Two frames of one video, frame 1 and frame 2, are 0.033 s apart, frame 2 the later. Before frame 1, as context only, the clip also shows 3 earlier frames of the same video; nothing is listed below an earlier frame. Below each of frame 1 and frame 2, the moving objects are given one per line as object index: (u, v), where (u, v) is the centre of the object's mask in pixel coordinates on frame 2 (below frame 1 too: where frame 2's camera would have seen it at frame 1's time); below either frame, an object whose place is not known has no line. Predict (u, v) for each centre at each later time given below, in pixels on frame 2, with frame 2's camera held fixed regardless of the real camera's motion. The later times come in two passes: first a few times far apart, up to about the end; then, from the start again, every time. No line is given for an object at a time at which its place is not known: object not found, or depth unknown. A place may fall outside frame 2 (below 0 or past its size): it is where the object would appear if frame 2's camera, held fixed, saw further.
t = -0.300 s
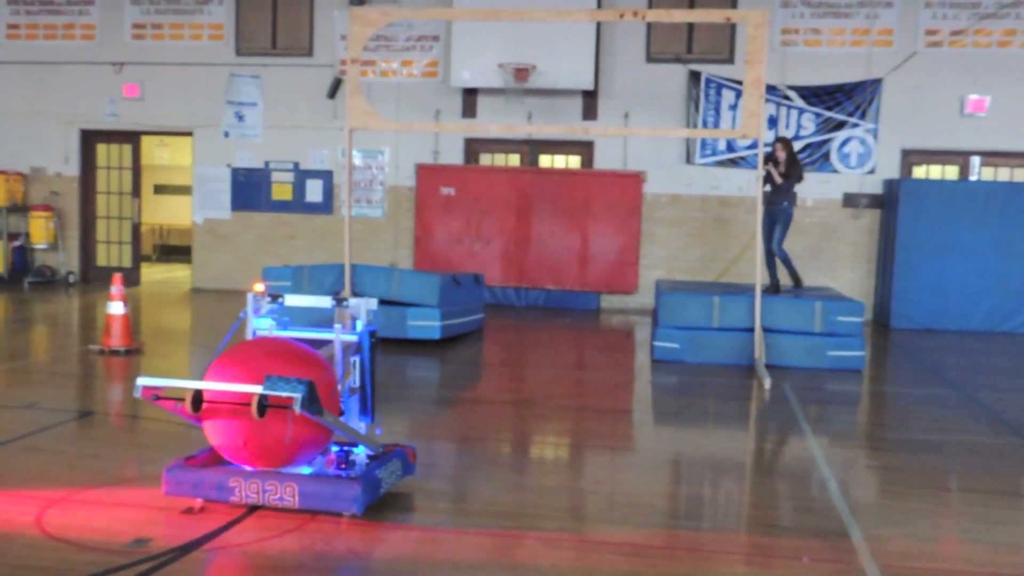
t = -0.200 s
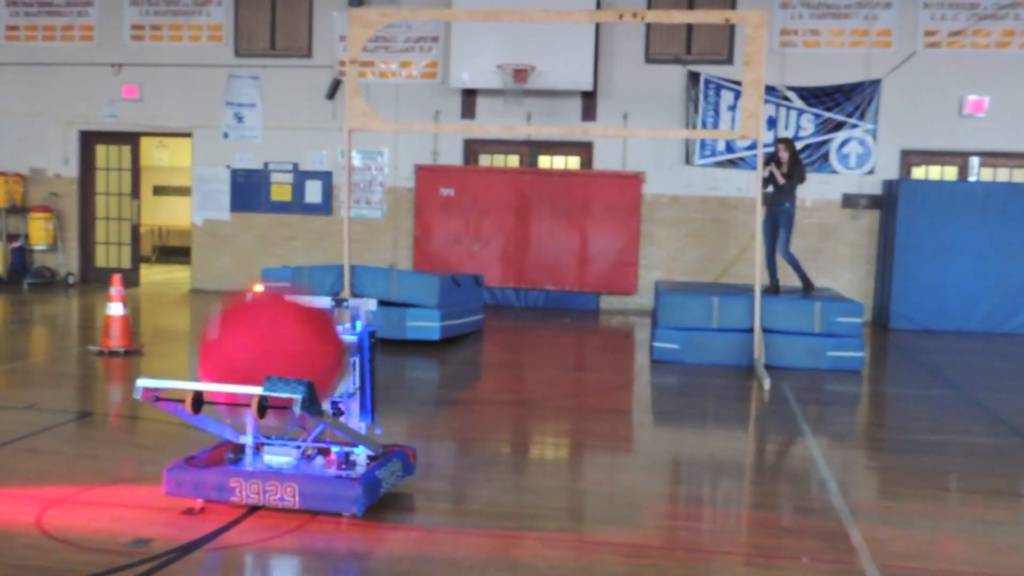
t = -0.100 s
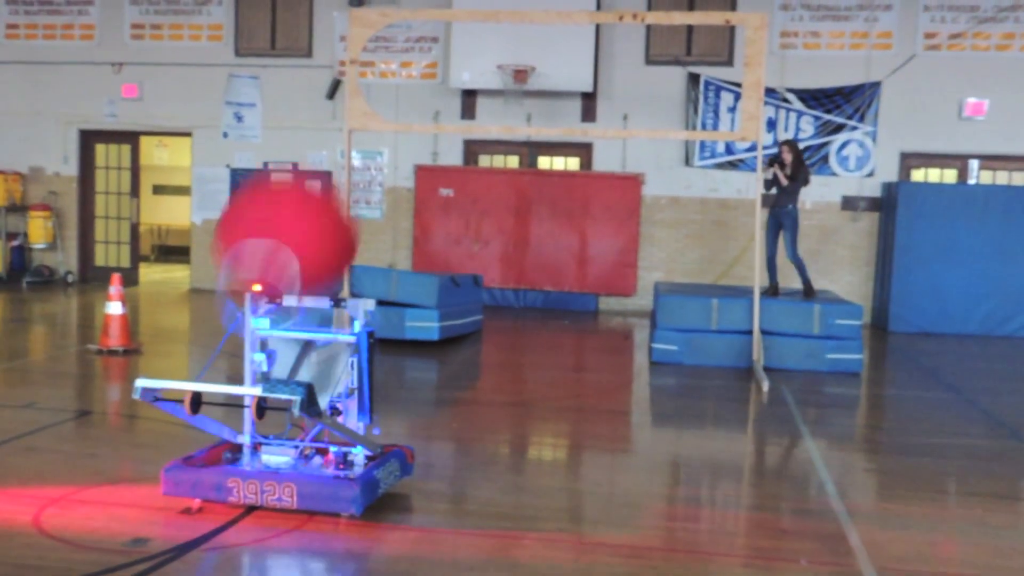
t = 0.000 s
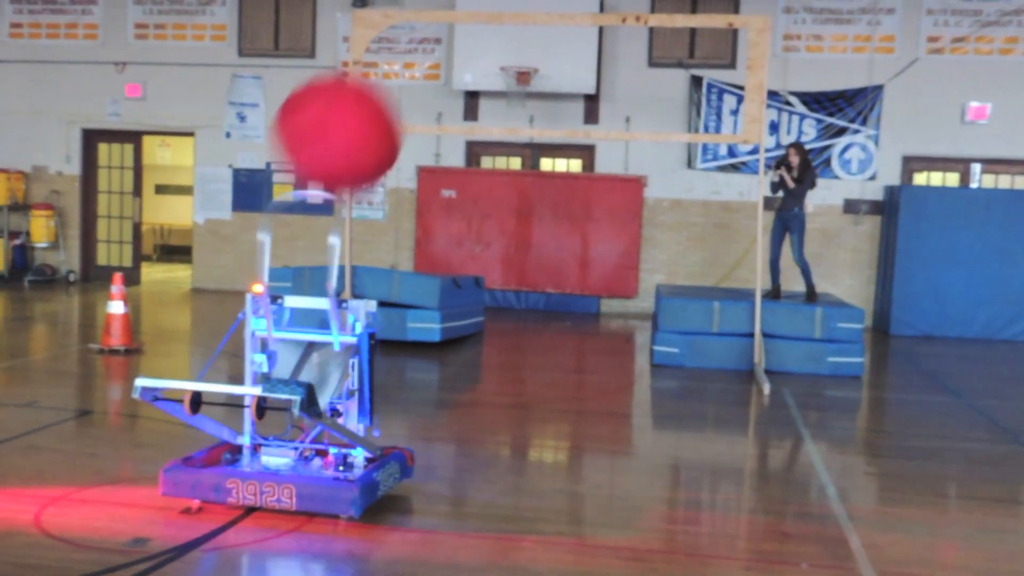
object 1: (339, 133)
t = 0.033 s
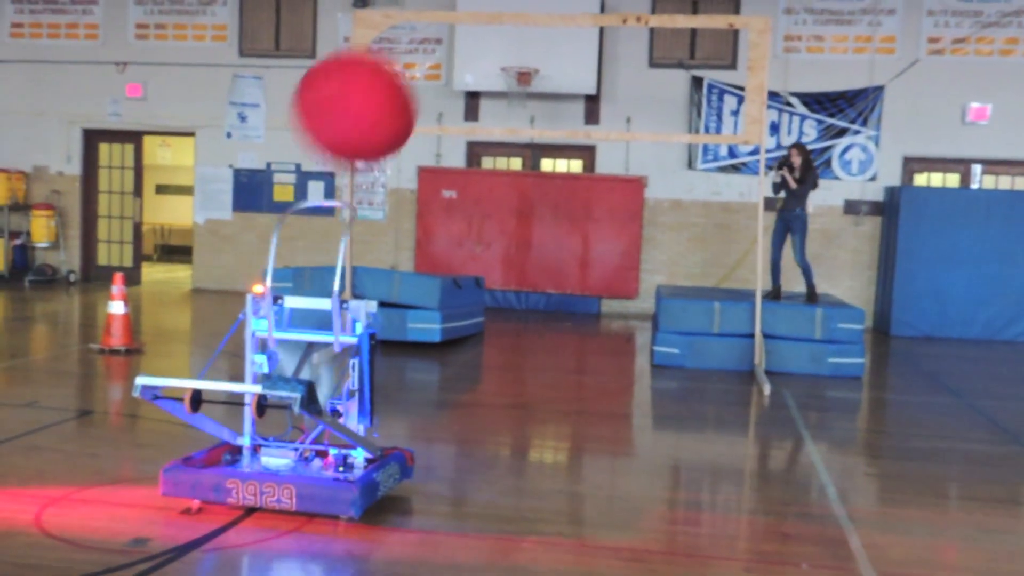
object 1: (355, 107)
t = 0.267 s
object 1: (447, 24)
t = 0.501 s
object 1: (502, 19)
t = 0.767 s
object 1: (542, 77)
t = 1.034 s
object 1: (570, 180)
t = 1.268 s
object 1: (586, 289)
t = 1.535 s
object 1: (602, 231)
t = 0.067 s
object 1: (370, 85)
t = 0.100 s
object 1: (384, 65)
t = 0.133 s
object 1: (398, 50)
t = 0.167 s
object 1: (410, 40)
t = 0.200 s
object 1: (423, 33)
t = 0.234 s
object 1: (438, 28)
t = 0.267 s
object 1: (447, 24)
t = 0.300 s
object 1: (455, 22)
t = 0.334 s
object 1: (465, 20)
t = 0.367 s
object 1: (473, 18)
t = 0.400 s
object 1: (481, 18)
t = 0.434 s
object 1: (488, 17)
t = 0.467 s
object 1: (494, 18)
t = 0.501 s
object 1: (502, 19)
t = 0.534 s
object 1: (508, 21)
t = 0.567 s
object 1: (514, 24)
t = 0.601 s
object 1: (519, 30)
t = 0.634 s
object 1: (524, 38)
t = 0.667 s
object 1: (529, 47)
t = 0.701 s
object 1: (533, 57)
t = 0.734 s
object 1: (537, 67)
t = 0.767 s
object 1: (542, 77)
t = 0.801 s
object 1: (546, 88)
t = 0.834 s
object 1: (549, 98)
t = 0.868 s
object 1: (554, 107)
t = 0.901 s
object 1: (557, 122)
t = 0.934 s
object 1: (560, 140)
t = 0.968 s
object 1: (564, 159)
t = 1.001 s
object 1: (566, 167)
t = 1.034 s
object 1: (570, 180)
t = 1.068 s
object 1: (572, 196)
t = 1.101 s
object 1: (575, 209)
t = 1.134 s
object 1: (576, 225)
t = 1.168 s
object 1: (579, 241)
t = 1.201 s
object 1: (582, 257)
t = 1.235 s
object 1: (585, 274)
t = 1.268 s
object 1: (586, 289)
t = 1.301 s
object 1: (589, 304)
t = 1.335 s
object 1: (591, 296)
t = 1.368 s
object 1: (593, 283)
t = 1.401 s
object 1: (595, 271)
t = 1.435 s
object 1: (597, 260)
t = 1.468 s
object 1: (599, 250)
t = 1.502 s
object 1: (600, 240)
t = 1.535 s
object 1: (602, 231)
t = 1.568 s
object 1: (603, 224)
